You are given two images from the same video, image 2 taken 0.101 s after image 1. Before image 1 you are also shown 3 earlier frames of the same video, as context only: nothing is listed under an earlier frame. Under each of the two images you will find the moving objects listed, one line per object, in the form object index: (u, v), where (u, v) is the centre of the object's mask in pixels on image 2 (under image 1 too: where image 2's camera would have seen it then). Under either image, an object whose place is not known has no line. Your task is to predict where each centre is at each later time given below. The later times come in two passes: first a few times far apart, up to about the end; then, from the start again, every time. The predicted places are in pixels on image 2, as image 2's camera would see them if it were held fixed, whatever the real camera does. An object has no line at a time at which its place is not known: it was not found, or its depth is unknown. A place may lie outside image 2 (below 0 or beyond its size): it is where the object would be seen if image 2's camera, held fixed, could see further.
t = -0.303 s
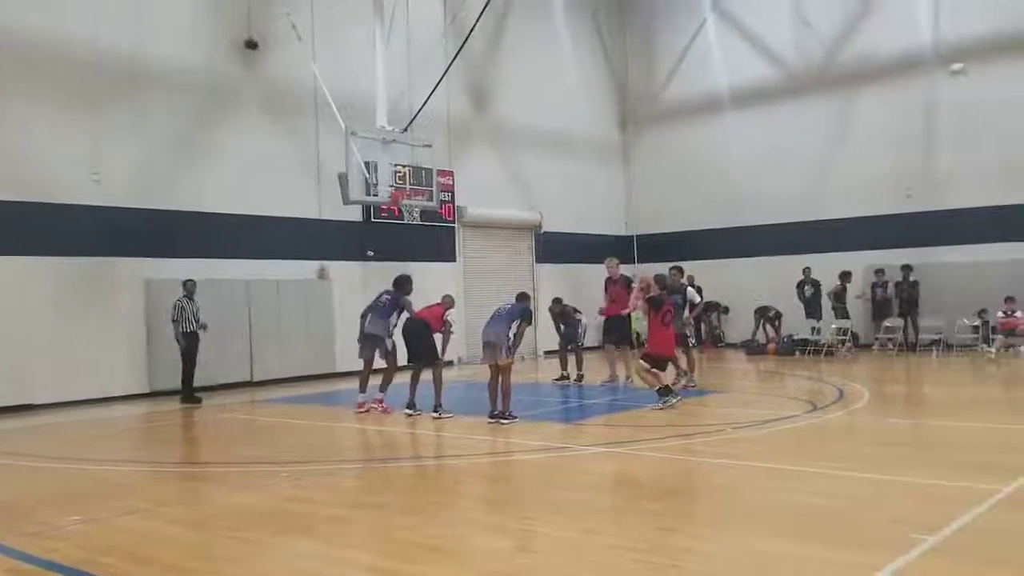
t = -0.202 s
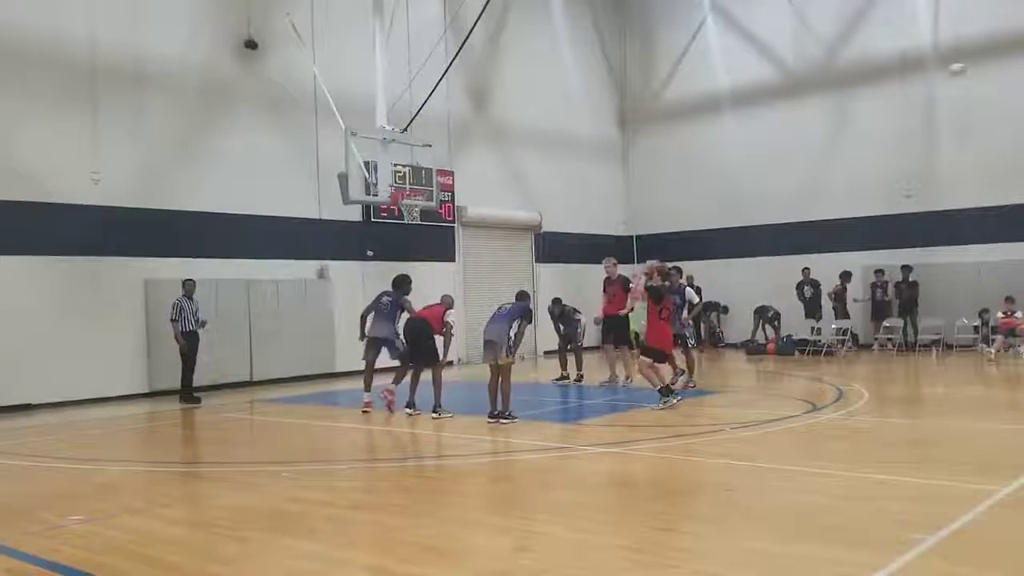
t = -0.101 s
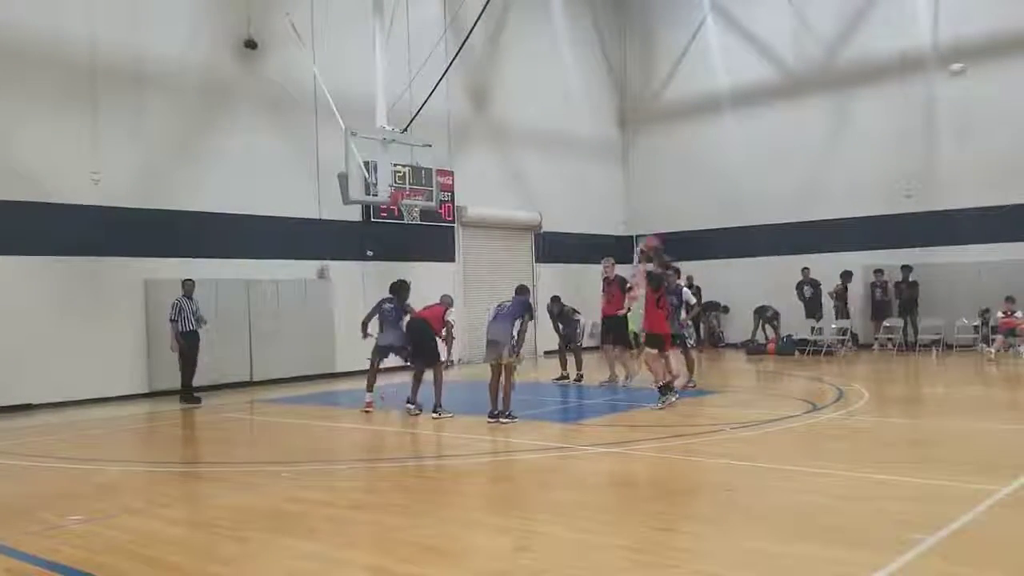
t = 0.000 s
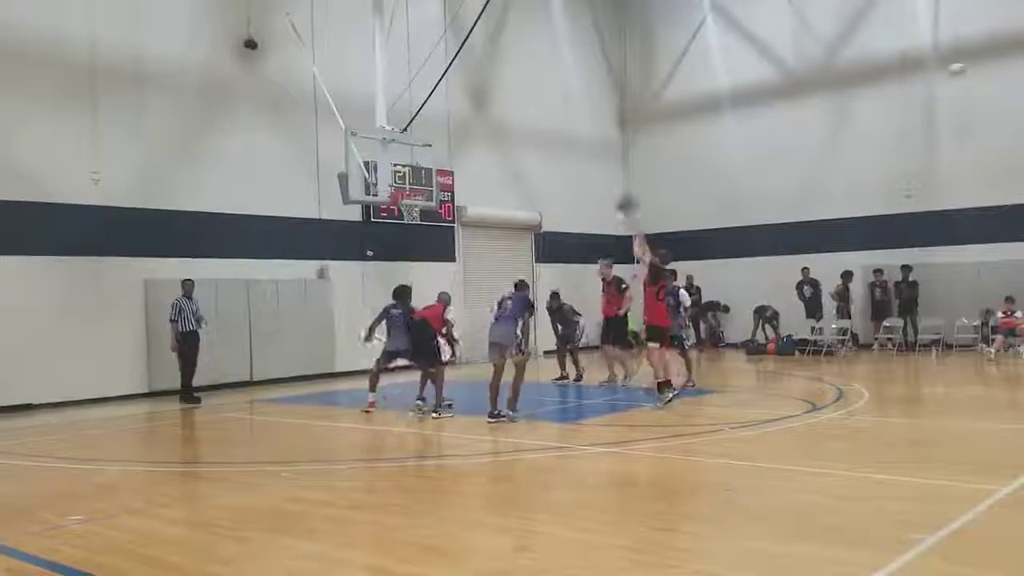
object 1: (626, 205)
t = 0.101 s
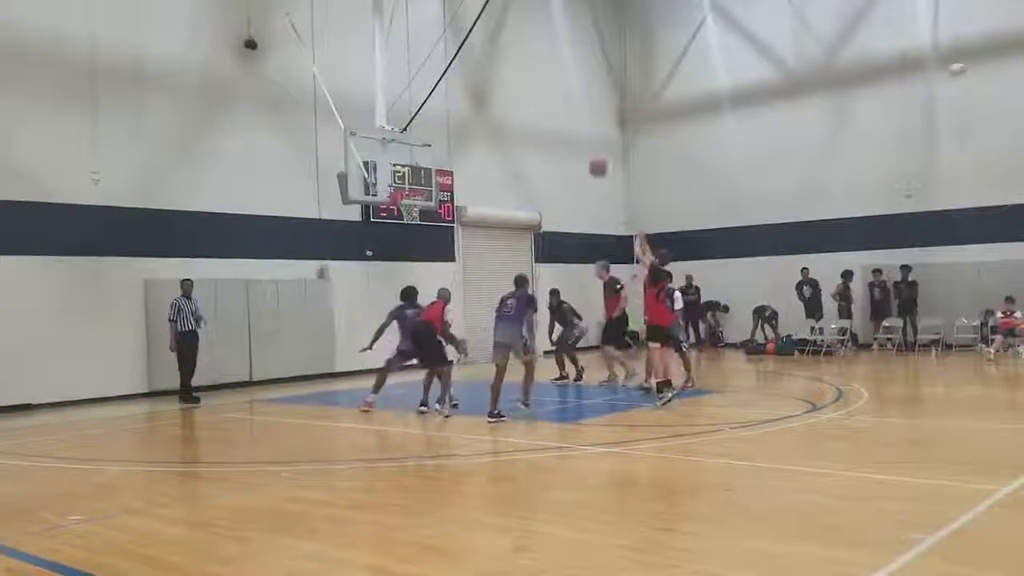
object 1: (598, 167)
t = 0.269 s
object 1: (554, 127)
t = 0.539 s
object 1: (493, 110)
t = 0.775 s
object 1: (446, 136)
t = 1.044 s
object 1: (414, 165)
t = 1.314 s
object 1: (407, 129)
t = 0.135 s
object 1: (589, 158)
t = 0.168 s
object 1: (579, 148)
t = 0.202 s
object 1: (571, 142)
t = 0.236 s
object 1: (563, 134)
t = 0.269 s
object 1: (554, 127)
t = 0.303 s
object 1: (546, 122)
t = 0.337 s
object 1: (538, 117)
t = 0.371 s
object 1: (530, 114)
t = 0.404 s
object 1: (523, 112)
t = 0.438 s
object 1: (515, 111)
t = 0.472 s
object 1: (507, 110)
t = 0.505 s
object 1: (500, 110)
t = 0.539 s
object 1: (493, 110)
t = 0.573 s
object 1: (486, 111)
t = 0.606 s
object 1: (479, 114)
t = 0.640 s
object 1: (472, 117)
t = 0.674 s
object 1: (465, 121)
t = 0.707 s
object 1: (459, 126)
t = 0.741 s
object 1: (453, 131)
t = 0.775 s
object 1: (446, 136)
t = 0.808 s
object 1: (440, 142)
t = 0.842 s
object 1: (434, 149)
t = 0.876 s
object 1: (428, 155)
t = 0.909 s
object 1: (422, 163)
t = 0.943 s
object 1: (419, 163)
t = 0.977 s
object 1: (415, 165)
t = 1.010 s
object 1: (416, 164)
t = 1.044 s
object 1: (414, 165)
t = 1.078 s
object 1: (411, 164)
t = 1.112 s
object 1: (408, 160)
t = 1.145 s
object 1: (407, 153)
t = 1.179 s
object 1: (407, 148)
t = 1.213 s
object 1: (408, 142)
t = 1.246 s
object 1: (406, 137)
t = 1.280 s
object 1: (408, 134)
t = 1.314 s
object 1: (407, 129)
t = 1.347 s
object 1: (407, 127)
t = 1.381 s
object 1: (408, 126)
